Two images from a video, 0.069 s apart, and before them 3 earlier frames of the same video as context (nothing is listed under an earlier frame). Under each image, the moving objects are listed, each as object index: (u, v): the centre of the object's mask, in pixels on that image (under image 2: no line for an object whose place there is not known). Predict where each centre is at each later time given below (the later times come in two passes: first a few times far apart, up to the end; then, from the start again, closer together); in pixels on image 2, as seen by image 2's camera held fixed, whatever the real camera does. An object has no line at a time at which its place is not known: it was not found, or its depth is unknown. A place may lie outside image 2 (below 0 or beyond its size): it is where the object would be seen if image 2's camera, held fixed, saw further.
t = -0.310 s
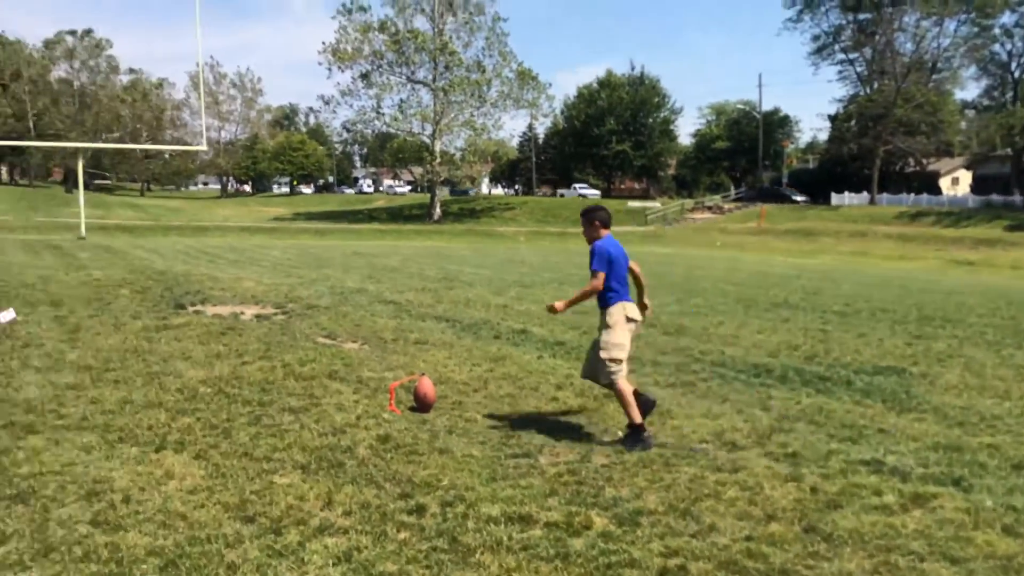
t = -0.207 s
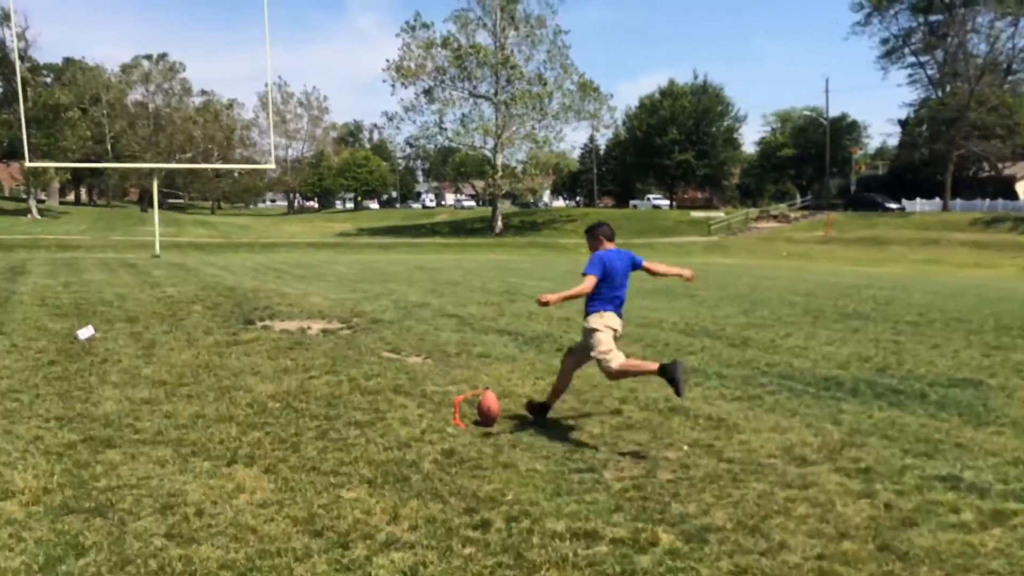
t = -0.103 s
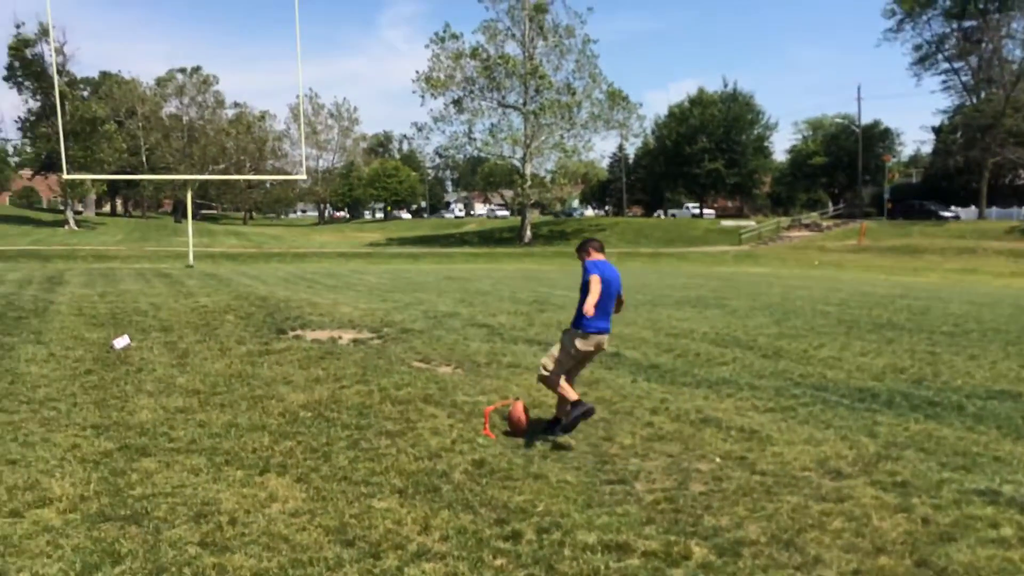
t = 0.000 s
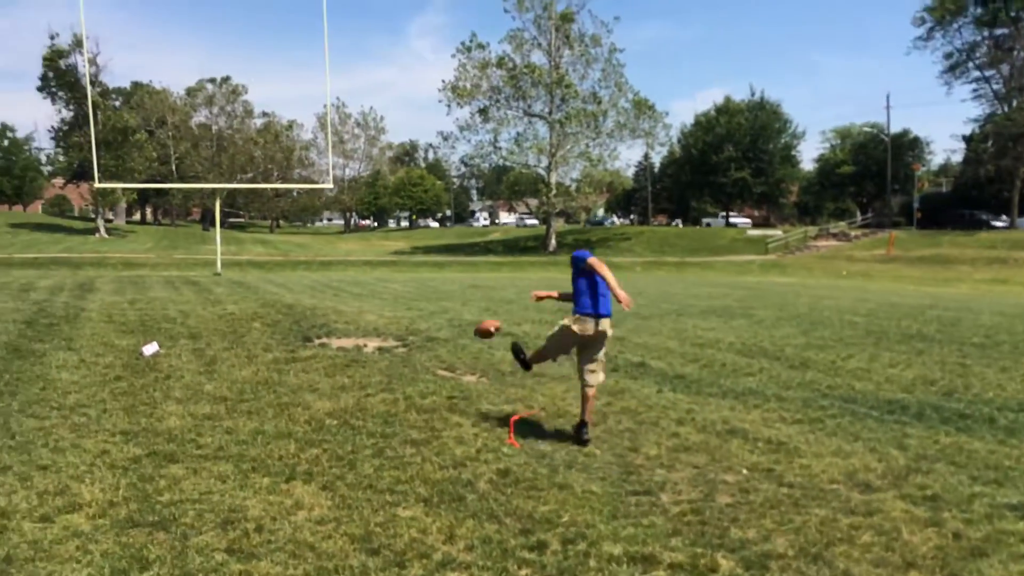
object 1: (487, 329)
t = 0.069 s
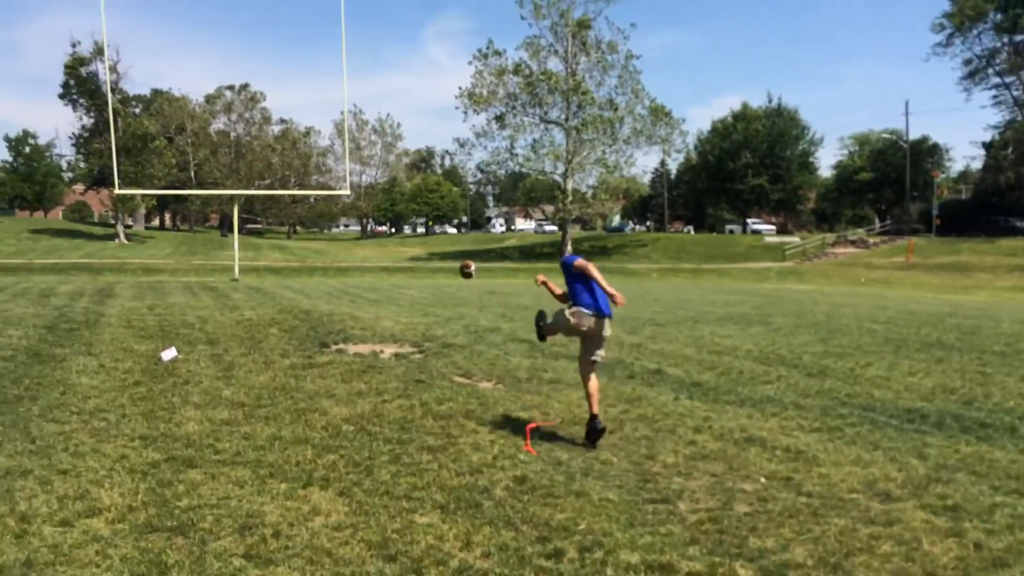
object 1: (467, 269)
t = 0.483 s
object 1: (377, 113)
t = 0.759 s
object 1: (352, 95)
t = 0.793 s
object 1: (351, 94)
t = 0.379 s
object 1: (390, 130)
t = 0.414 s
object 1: (385, 124)
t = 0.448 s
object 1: (381, 118)
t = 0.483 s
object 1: (377, 113)
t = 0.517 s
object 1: (373, 108)
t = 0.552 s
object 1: (372, 105)
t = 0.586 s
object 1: (369, 102)
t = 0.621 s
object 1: (364, 99)
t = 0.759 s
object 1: (352, 95)
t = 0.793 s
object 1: (351, 94)
